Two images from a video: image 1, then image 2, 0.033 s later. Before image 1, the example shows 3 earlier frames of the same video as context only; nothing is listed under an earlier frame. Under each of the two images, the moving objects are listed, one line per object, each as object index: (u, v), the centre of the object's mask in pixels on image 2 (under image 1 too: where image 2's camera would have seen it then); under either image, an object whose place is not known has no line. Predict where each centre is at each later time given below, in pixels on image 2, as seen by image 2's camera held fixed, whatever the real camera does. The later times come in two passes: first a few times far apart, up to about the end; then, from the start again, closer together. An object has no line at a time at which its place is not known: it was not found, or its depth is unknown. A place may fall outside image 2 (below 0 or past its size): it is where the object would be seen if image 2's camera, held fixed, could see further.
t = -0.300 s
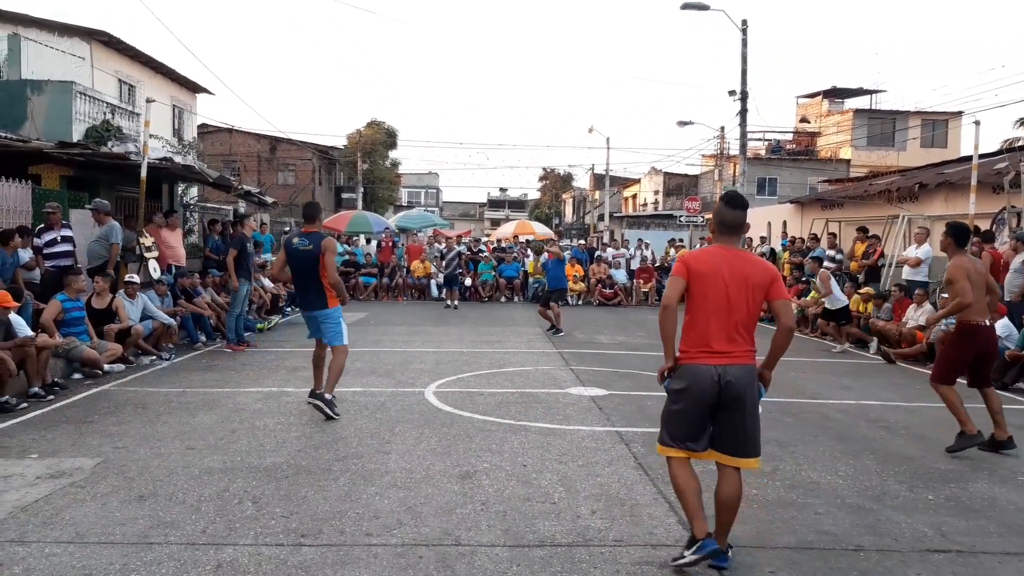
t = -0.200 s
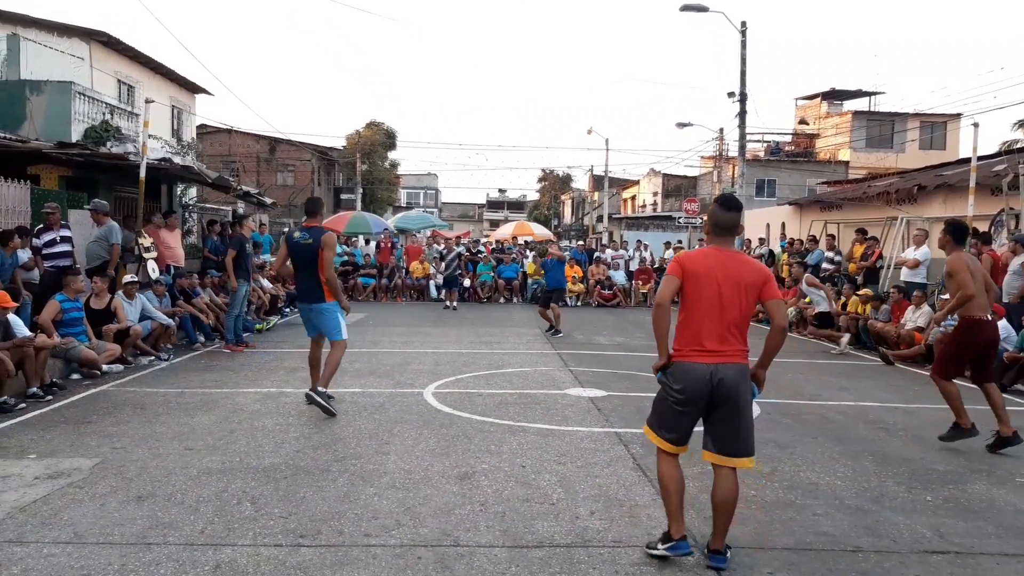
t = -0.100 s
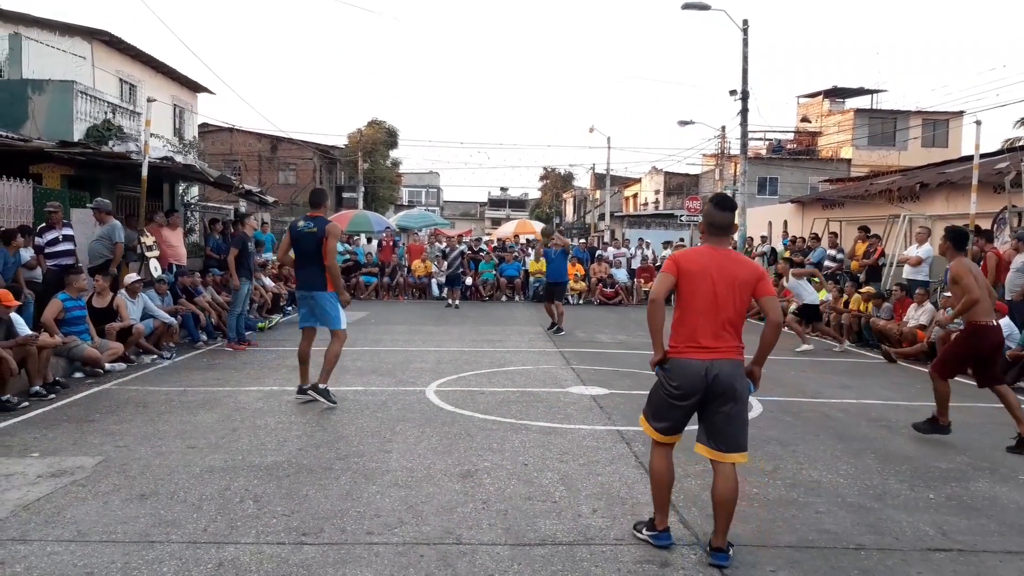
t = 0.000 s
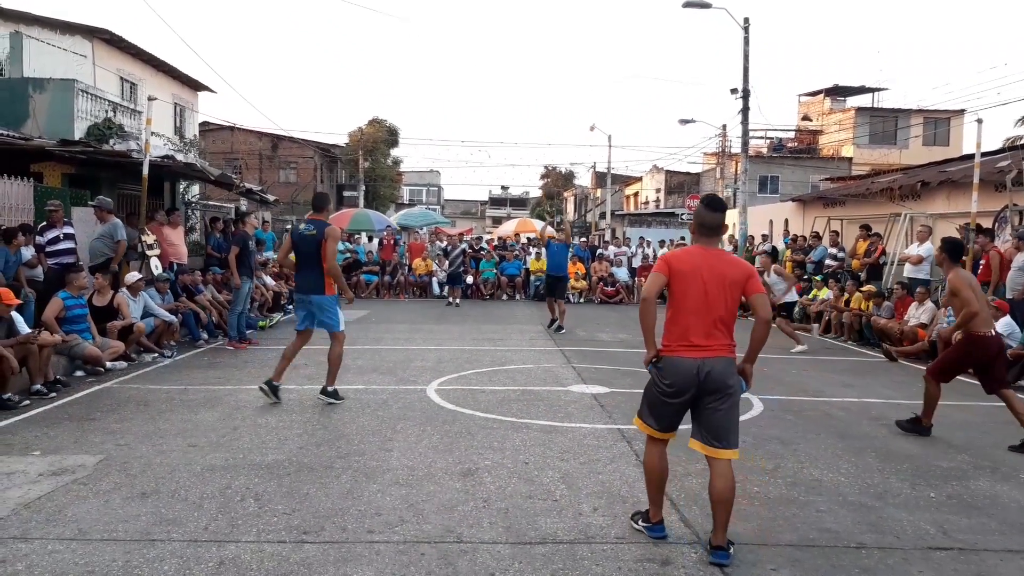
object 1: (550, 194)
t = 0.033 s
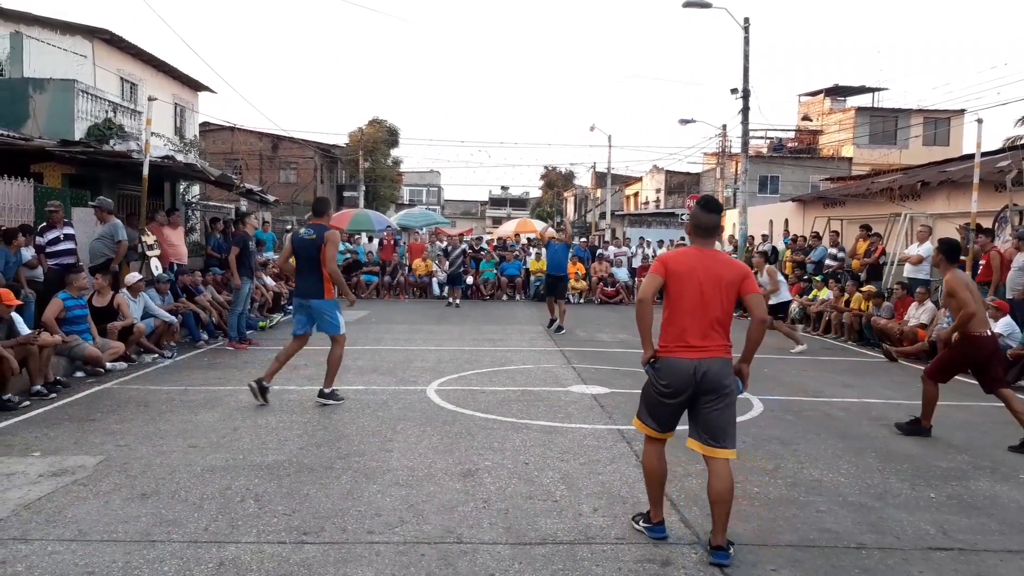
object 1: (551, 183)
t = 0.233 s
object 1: (555, 126)
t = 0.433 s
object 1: (558, 92)
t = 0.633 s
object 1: (561, 85)
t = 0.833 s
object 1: (563, 105)
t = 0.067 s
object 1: (551, 172)
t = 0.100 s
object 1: (552, 161)
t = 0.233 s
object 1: (555, 126)
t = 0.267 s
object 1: (555, 118)
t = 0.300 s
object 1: (556, 112)
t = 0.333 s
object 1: (556, 106)
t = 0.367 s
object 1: (557, 101)
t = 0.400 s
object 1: (557, 96)
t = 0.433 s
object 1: (558, 92)
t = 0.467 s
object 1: (559, 89)
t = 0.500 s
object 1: (559, 87)
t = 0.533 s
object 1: (559, 85)
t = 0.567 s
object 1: (560, 84)
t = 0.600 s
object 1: (560, 84)
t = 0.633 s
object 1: (561, 85)
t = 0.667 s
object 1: (561, 86)
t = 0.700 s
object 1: (562, 89)
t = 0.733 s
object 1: (562, 92)
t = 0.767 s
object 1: (562, 95)
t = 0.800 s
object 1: (562, 100)
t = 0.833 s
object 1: (563, 105)
